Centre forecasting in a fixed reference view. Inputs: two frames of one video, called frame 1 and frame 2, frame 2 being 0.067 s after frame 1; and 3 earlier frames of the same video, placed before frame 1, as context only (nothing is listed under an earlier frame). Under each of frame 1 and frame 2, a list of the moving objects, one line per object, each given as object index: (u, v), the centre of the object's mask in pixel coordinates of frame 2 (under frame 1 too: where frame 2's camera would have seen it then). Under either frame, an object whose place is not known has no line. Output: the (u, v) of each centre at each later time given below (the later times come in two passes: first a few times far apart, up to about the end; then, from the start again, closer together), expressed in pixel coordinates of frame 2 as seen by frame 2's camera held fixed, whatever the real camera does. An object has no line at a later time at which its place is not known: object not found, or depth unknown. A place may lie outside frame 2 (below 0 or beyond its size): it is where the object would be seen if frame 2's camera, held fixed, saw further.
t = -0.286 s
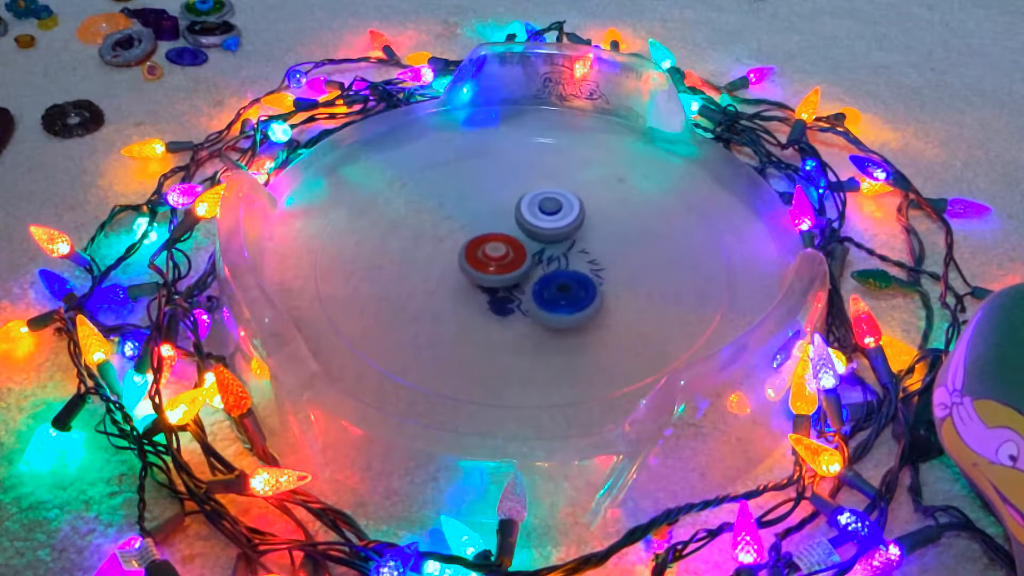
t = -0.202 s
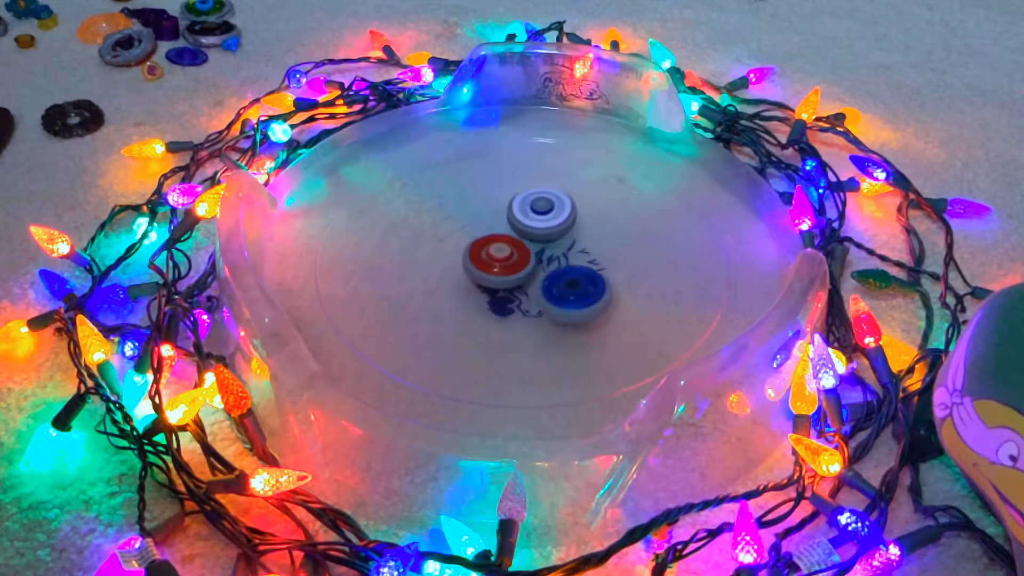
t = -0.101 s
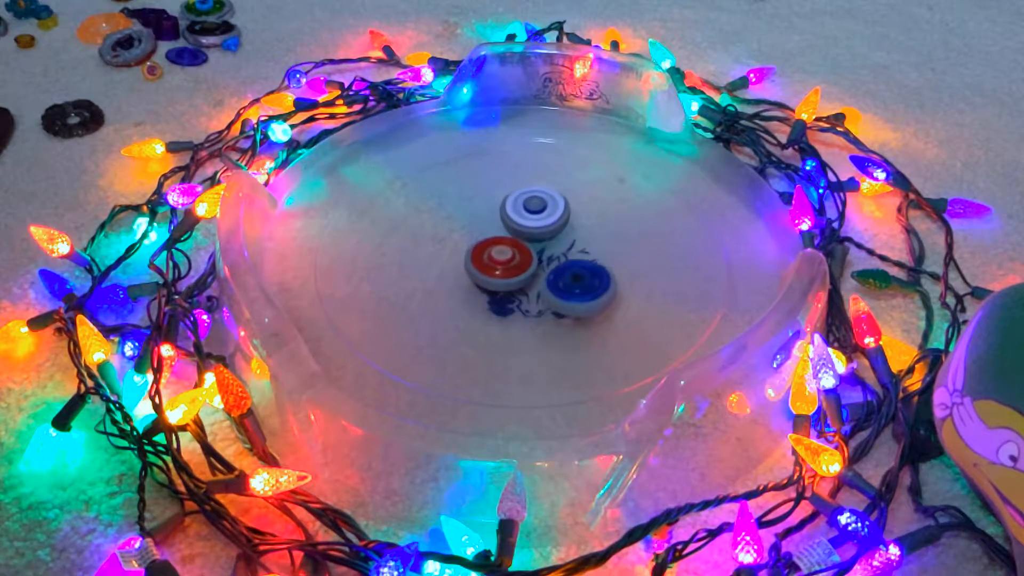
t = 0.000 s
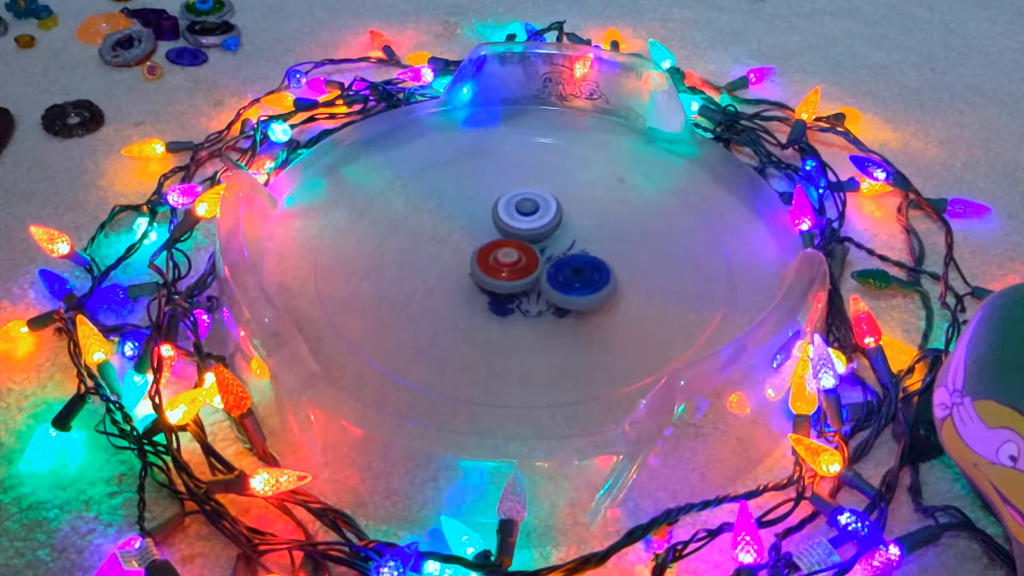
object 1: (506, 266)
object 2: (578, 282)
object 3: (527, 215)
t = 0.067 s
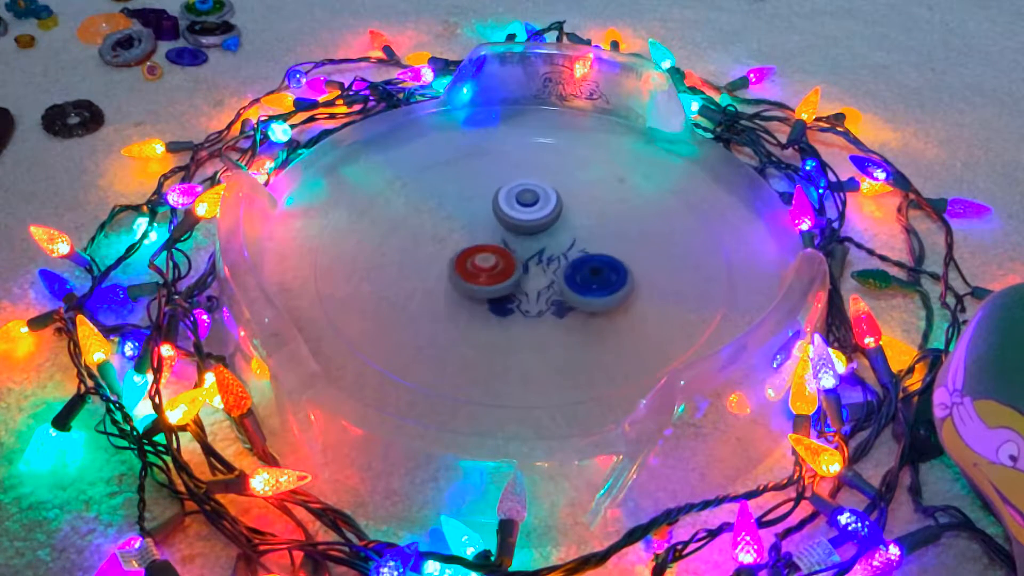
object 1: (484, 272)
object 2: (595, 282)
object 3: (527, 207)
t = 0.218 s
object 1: (476, 282)
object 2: (599, 272)
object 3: (514, 208)
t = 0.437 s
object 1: (491, 290)
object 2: (582, 258)
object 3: (501, 222)
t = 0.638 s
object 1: (507, 288)
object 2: (564, 250)
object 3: (491, 236)
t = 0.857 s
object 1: (523, 296)
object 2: (552, 238)
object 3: (478, 245)
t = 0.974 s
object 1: (532, 294)
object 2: (547, 234)
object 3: (470, 252)
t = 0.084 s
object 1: (481, 273)
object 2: (597, 282)
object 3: (526, 206)
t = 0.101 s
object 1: (479, 274)
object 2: (598, 281)
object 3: (525, 206)
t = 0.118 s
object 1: (477, 275)
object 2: (599, 280)
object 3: (524, 206)
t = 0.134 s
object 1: (477, 276)
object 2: (599, 279)
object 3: (522, 206)
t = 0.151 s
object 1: (477, 278)
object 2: (599, 277)
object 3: (521, 206)
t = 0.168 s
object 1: (476, 279)
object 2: (599, 276)
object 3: (519, 206)
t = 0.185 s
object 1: (476, 280)
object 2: (599, 275)
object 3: (518, 207)
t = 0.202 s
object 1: (476, 281)
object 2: (599, 273)
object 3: (516, 207)
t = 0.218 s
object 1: (476, 282)
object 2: (599, 272)
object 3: (514, 208)
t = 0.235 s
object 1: (476, 283)
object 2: (598, 270)
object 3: (513, 208)
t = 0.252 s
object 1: (477, 284)
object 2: (598, 269)
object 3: (511, 209)
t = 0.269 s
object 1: (478, 286)
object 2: (597, 268)
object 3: (510, 210)
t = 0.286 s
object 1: (479, 287)
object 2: (597, 267)
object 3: (509, 211)
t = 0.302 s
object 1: (480, 288)
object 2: (595, 266)
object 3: (507, 211)
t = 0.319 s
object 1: (481, 288)
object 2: (594, 264)
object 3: (506, 213)
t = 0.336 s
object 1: (482, 289)
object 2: (592, 263)
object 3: (505, 214)
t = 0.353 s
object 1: (484, 290)
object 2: (591, 262)
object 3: (504, 215)
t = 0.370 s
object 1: (485, 290)
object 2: (589, 261)
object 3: (504, 217)
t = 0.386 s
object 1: (486, 290)
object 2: (587, 260)
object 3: (503, 218)
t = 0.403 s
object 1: (488, 290)
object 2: (585, 260)
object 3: (502, 220)
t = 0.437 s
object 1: (491, 290)
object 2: (582, 258)
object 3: (501, 222)
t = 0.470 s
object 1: (495, 290)
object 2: (578, 257)
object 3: (499, 225)
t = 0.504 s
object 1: (498, 288)
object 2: (574, 255)
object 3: (498, 229)
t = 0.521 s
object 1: (501, 288)
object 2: (572, 254)
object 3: (498, 230)
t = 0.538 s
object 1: (502, 287)
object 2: (570, 254)
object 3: (497, 231)
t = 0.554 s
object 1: (504, 286)
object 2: (568, 253)
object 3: (497, 233)
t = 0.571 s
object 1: (505, 286)
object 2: (566, 252)
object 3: (495, 234)
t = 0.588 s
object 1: (506, 287)
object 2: (565, 252)
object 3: (494, 234)
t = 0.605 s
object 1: (506, 288)
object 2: (565, 251)
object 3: (493, 234)
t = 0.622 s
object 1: (506, 288)
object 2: (565, 250)
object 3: (492, 235)
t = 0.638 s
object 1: (507, 288)
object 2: (564, 250)
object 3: (491, 236)
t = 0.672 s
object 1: (510, 288)
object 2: (564, 249)
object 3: (488, 238)
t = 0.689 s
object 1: (512, 290)
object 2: (563, 249)
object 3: (486, 238)
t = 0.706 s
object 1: (515, 291)
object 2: (562, 249)
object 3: (484, 237)
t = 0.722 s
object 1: (517, 292)
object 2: (561, 248)
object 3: (483, 237)
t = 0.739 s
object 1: (518, 292)
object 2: (560, 248)
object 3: (483, 237)
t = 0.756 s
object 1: (517, 294)
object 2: (560, 245)
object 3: (482, 238)
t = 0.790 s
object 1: (518, 296)
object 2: (559, 242)
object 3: (480, 240)
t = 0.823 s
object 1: (520, 296)
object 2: (556, 240)
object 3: (479, 242)
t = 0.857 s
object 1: (523, 296)
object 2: (552, 238)
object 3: (478, 245)
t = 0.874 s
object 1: (524, 297)
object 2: (550, 238)
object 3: (477, 245)
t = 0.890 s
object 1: (526, 296)
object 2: (549, 236)
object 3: (477, 247)
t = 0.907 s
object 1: (527, 296)
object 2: (550, 236)
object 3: (474, 248)
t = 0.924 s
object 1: (528, 296)
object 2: (550, 235)
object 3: (472, 249)
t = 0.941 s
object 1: (529, 295)
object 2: (550, 234)
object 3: (471, 250)
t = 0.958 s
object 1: (531, 294)
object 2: (548, 234)
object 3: (471, 251)
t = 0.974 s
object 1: (532, 294)
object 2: (547, 234)
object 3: (470, 252)
